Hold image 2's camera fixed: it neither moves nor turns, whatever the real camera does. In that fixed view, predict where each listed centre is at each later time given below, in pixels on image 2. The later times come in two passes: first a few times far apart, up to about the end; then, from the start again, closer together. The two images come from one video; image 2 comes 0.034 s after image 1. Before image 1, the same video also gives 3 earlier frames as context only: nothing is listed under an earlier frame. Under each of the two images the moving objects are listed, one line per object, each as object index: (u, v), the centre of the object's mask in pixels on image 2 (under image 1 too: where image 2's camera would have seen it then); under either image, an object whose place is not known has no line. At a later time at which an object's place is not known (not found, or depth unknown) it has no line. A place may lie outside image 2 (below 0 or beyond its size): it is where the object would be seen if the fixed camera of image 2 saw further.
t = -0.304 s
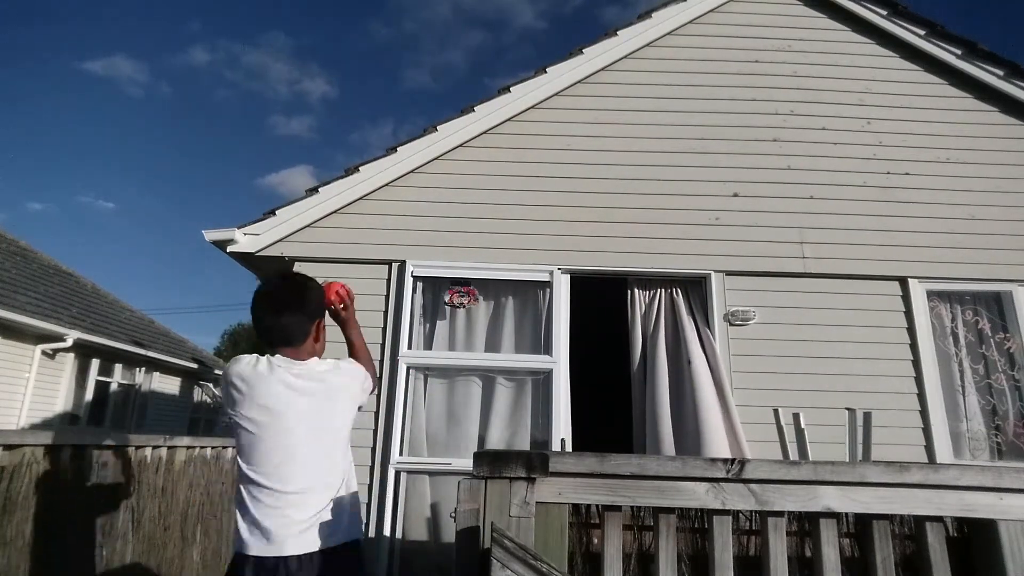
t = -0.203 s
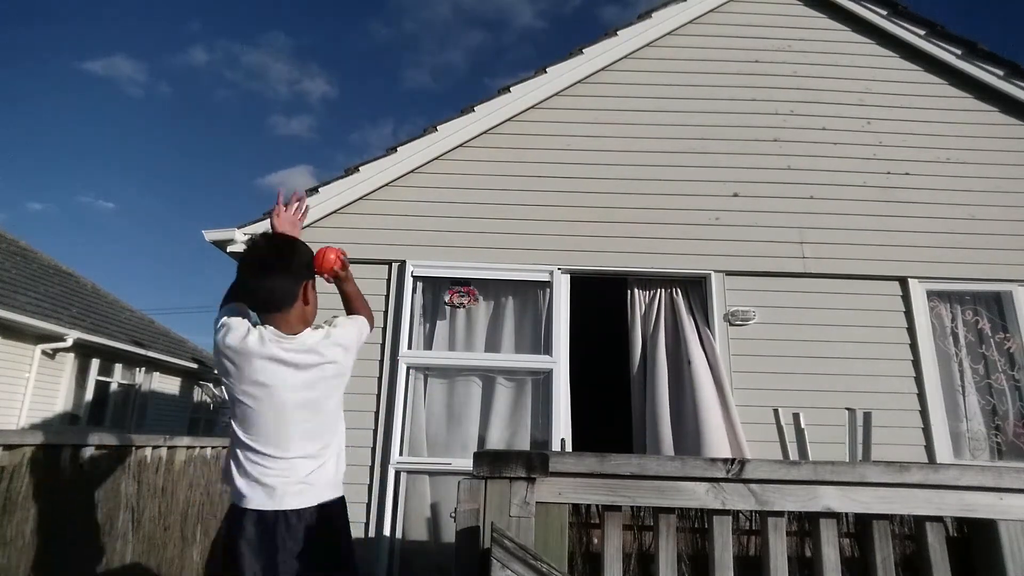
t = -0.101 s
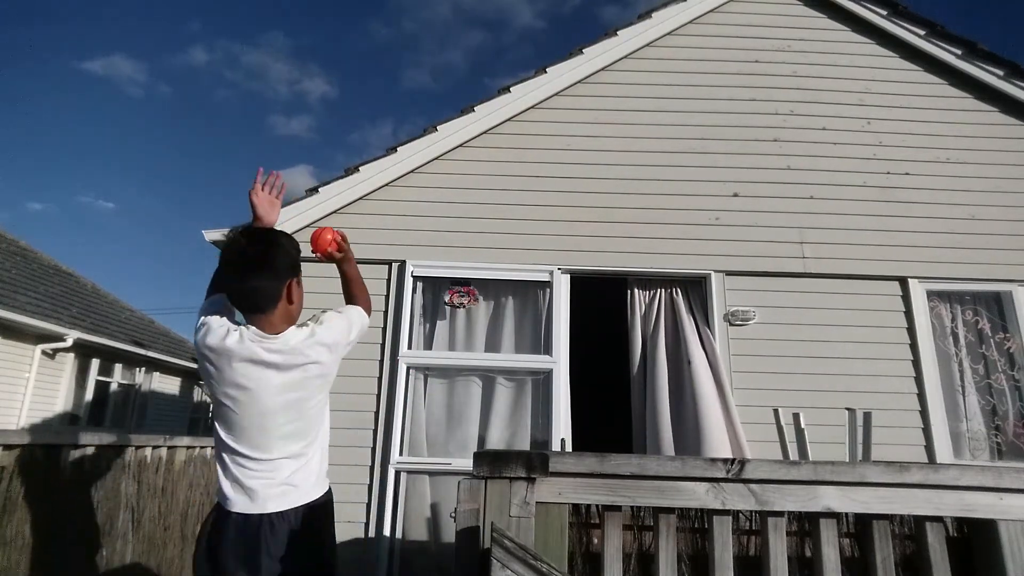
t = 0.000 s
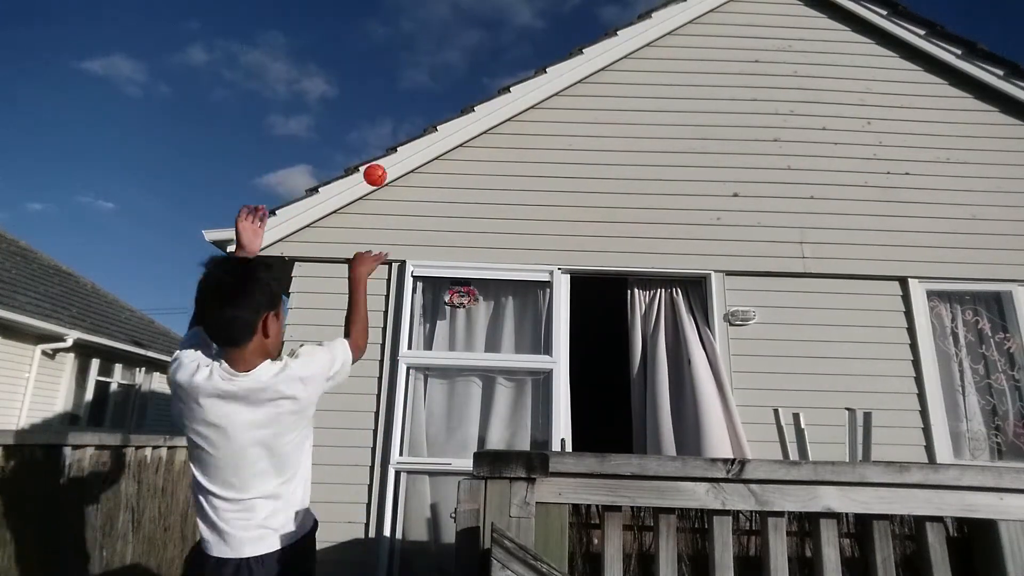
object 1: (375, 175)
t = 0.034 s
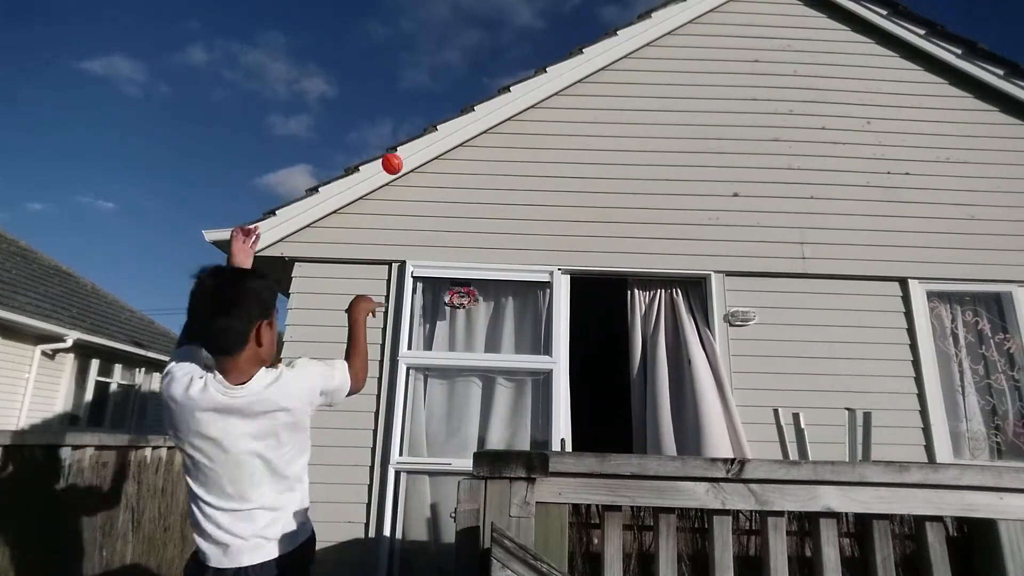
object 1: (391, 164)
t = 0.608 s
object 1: (496, 300)
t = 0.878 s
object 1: (521, 446)
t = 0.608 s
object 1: (496, 300)
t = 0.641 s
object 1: (499, 317)
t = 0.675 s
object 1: (501, 328)
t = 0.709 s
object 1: (504, 342)
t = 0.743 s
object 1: (507, 356)
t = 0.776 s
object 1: (510, 375)
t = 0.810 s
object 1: (514, 395)
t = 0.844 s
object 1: (517, 418)
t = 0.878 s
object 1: (521, 446)
